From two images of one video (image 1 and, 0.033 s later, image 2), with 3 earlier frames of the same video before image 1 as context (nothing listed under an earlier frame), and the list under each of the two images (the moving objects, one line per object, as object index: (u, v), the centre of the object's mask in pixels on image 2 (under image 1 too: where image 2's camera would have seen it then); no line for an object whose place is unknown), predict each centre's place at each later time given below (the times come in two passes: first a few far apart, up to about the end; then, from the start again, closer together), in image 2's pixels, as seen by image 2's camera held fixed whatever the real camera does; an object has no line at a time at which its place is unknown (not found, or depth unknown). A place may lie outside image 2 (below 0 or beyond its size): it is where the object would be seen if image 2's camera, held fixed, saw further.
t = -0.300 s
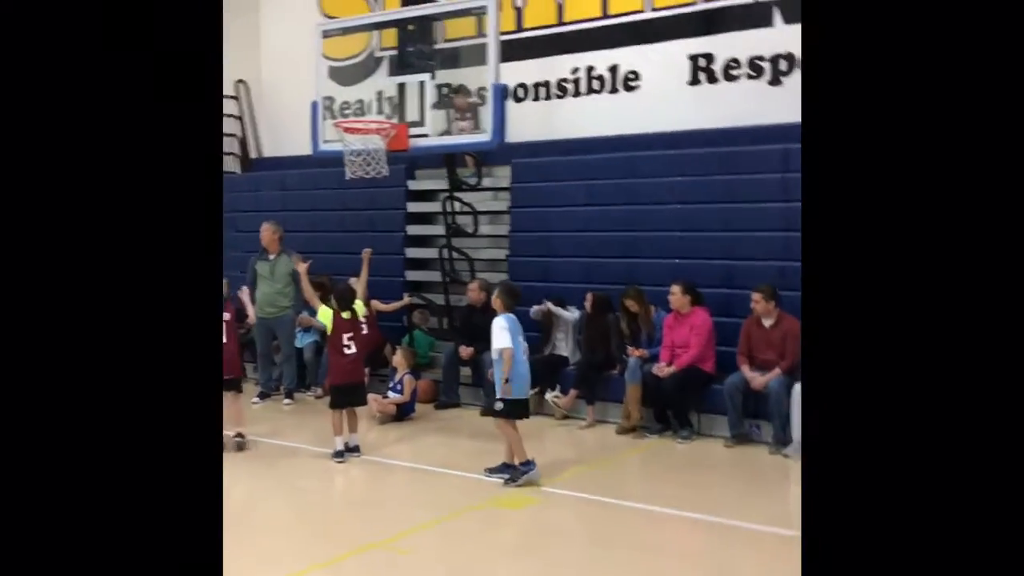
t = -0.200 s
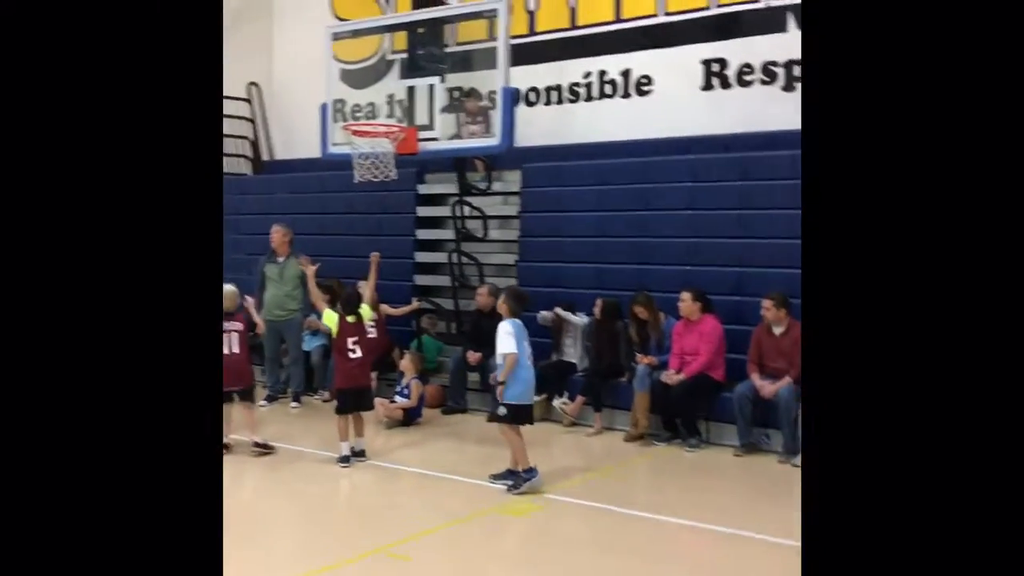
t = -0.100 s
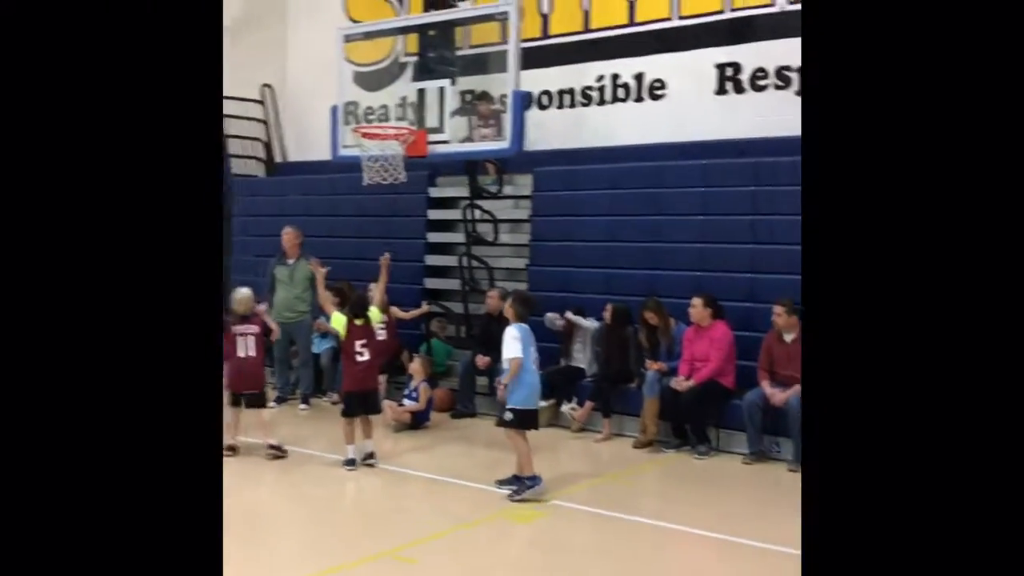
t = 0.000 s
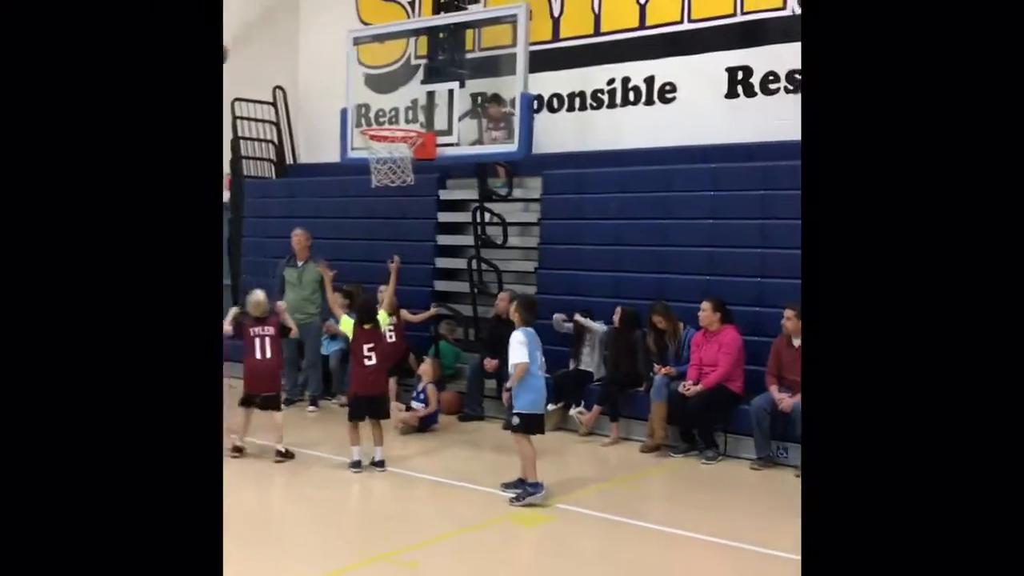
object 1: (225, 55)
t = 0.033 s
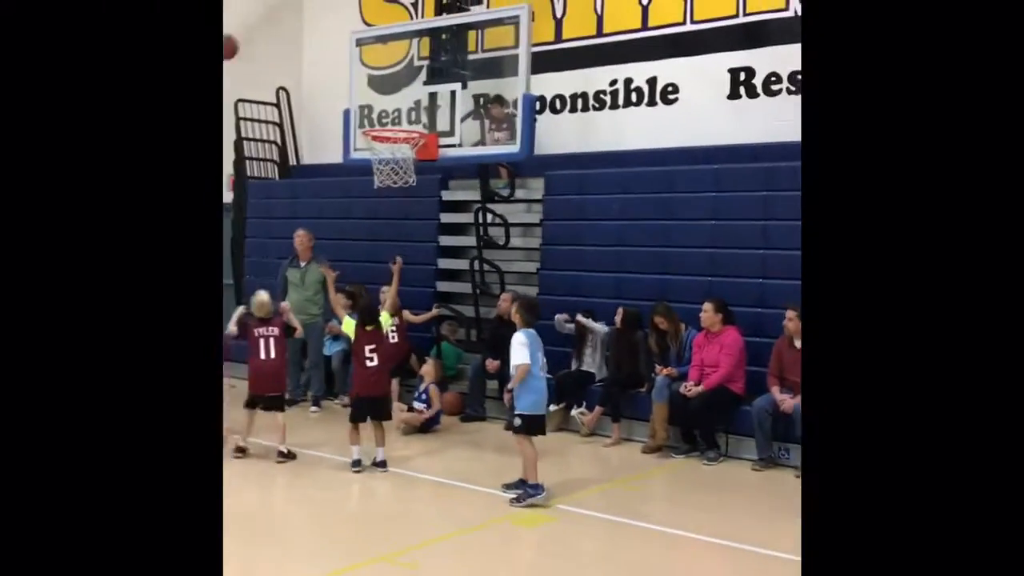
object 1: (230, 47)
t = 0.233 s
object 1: (268, 23)
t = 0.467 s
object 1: (323, 59)
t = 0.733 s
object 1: (354, 97)
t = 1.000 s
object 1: (344, 125)
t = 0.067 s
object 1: (232, 39)
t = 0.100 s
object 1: (239, 33)
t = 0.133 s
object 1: (246, 29)
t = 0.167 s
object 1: (253, 25)
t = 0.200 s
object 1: (260, 23)
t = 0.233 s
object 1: (268, 23)
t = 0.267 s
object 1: (276, 24)
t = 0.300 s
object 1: (283, 26)
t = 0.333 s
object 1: (291, 29)
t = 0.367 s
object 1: (298, 34)
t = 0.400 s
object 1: (307, 40)
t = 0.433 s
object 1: (315, 49)
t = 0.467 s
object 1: (323, 59)
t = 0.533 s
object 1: (339, 82)
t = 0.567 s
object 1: (347, 96)
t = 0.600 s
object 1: (356, 111)
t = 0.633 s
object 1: (357, 111)
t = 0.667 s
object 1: (356, 105)
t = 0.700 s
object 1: (355, 100)
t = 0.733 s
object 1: (354, 97)
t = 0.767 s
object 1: (353, 95)
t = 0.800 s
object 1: (352, 94)
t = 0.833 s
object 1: (351, 95)
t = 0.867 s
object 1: (350, 98)
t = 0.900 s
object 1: (348, 102)
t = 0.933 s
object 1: (346, 108)
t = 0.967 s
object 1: (345, 115)
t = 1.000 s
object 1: (344, 125)
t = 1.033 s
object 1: (342, 138)
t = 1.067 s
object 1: (340, 151)
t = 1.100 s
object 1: (337, 166)
